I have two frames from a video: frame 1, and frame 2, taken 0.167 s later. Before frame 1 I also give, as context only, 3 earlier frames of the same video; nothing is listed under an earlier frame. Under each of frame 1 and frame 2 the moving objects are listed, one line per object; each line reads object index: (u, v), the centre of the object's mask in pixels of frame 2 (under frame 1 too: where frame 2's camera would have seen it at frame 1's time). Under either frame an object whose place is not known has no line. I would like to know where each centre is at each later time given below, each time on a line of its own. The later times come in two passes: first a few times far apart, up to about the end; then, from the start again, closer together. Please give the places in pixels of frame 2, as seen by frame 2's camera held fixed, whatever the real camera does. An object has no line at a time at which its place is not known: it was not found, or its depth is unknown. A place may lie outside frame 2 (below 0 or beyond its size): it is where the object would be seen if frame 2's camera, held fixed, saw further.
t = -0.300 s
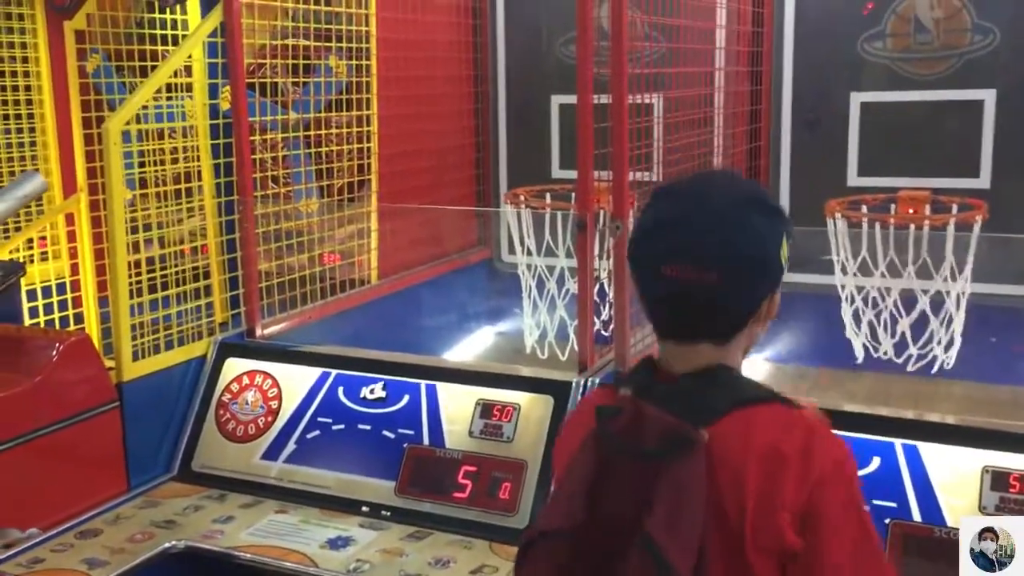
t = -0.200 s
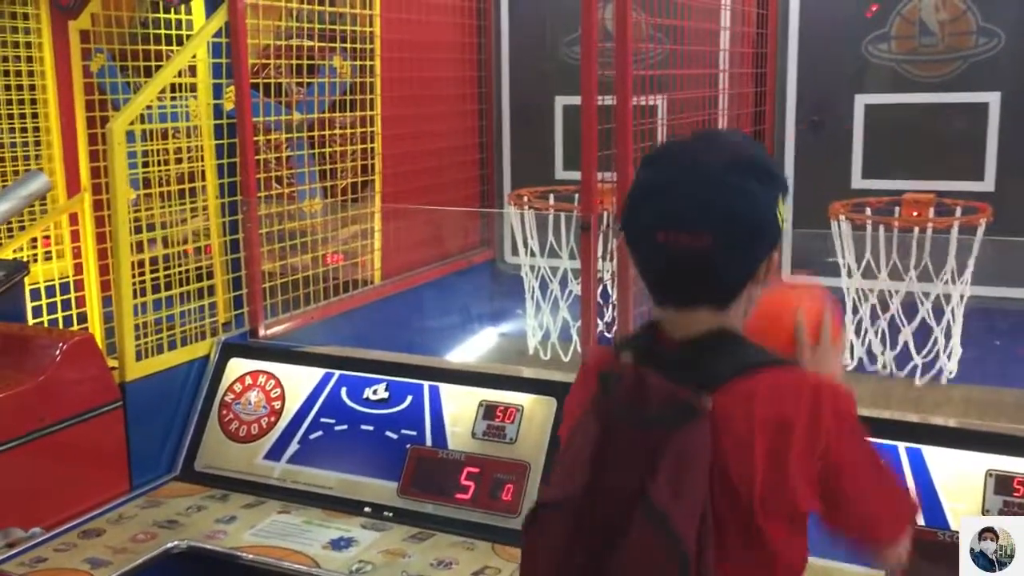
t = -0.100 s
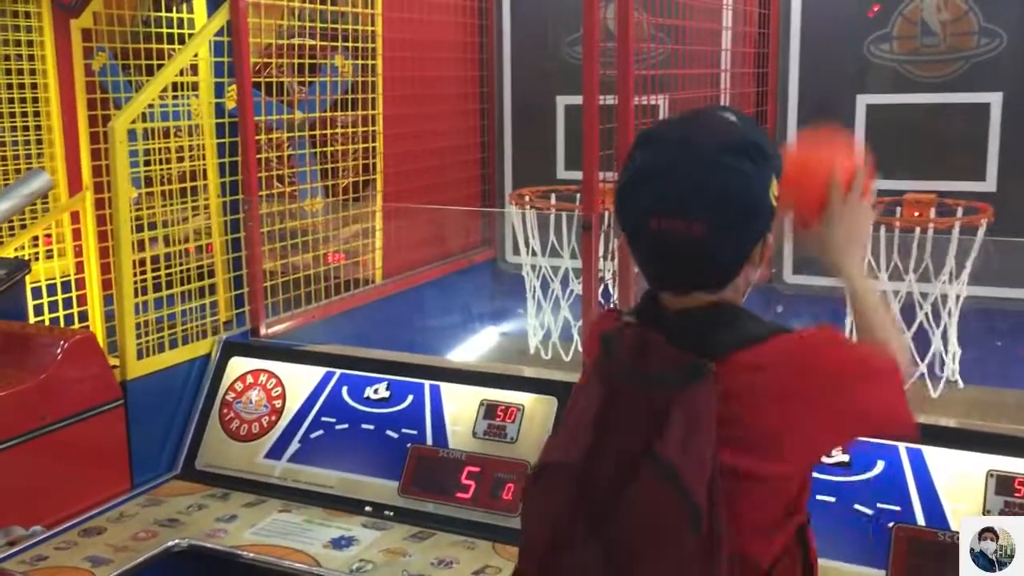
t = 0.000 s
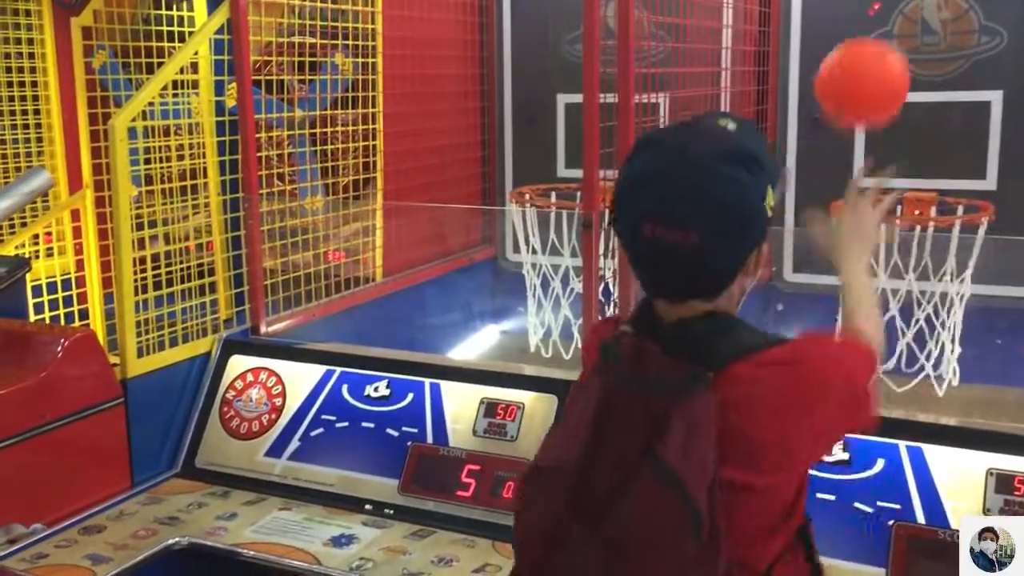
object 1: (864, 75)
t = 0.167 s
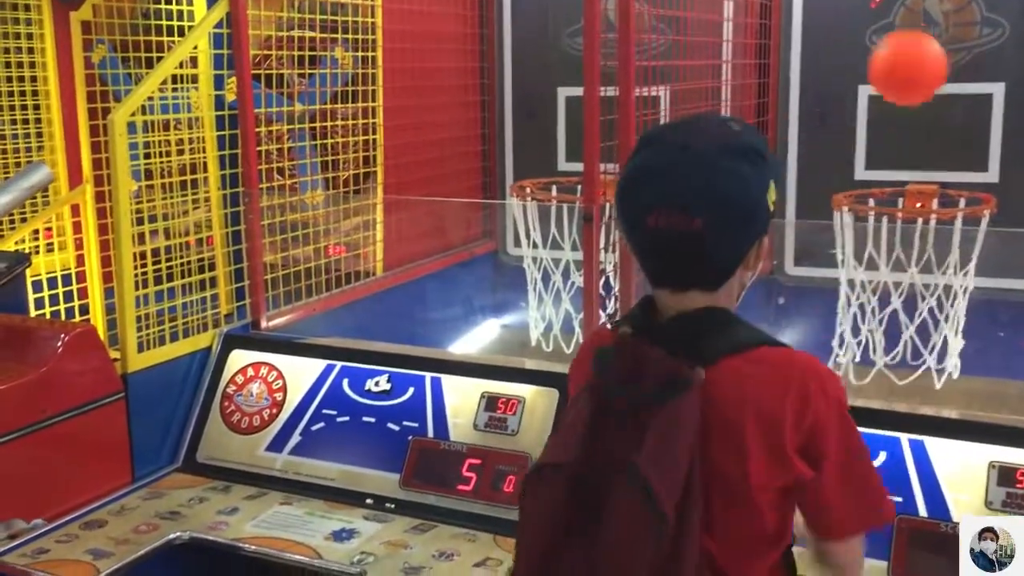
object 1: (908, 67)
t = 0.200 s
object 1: (914, 83)
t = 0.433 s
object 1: (937, 278)
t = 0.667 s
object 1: (903, 347)
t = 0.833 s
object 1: (869, 380)
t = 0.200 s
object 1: (914, 83)
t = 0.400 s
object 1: (940, 247)
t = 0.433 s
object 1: (937, 278)
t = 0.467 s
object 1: (932, 302)
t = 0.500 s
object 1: (931, 330)
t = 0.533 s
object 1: (926, 362)
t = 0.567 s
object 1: (921, 372)
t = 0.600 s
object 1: (916, 360)
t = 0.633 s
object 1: (909, 351)
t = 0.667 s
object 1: (903, 347)
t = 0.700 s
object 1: (896, 346)
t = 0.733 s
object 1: (890, 350)
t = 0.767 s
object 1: (882, 358)
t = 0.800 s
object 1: (874, 371)
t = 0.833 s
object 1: (869, 380)
